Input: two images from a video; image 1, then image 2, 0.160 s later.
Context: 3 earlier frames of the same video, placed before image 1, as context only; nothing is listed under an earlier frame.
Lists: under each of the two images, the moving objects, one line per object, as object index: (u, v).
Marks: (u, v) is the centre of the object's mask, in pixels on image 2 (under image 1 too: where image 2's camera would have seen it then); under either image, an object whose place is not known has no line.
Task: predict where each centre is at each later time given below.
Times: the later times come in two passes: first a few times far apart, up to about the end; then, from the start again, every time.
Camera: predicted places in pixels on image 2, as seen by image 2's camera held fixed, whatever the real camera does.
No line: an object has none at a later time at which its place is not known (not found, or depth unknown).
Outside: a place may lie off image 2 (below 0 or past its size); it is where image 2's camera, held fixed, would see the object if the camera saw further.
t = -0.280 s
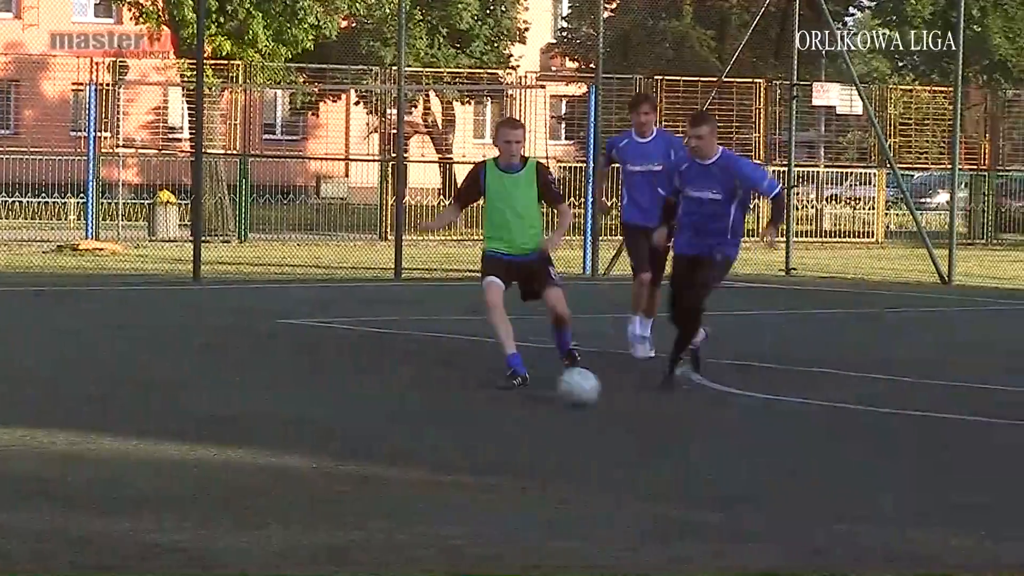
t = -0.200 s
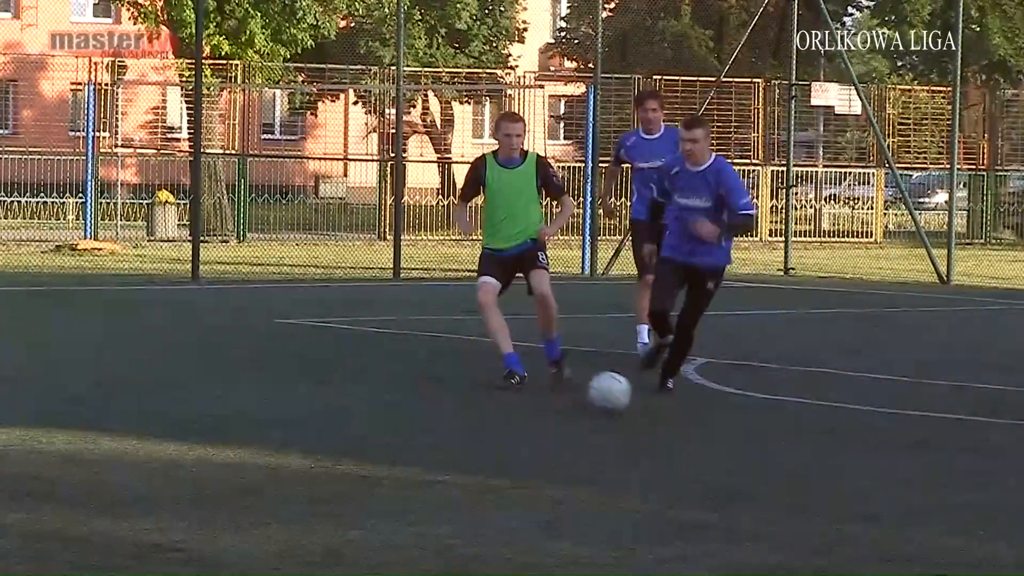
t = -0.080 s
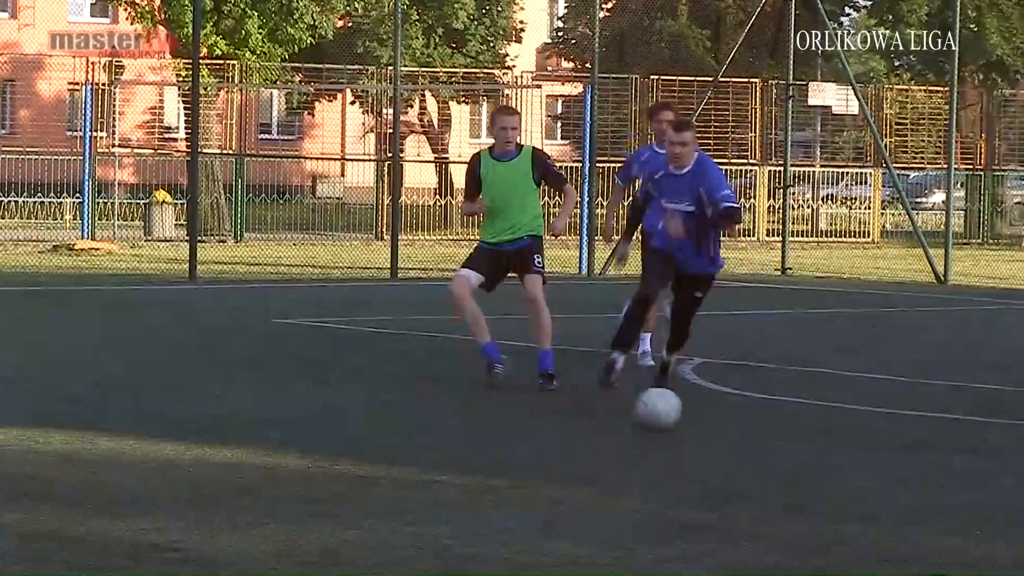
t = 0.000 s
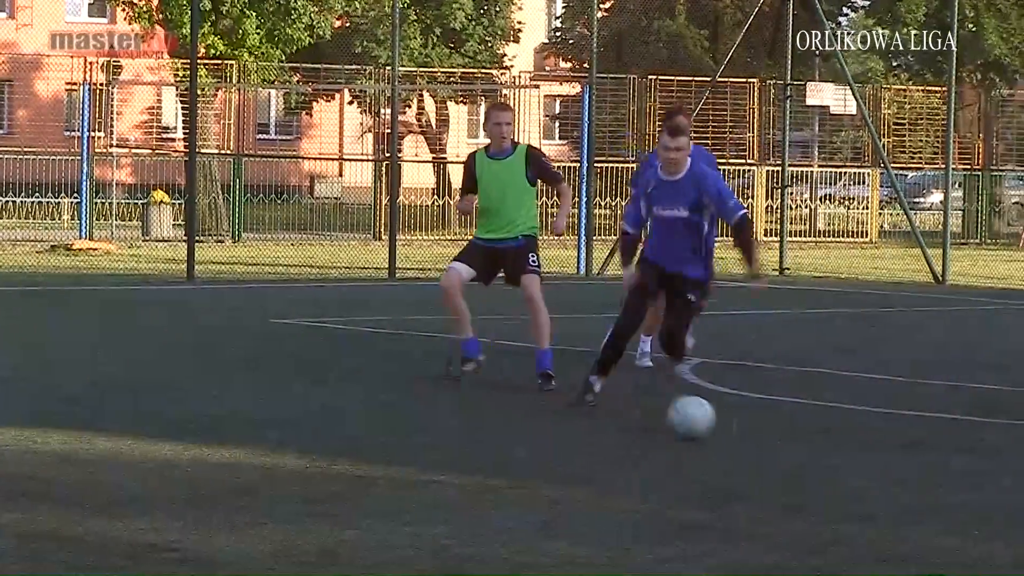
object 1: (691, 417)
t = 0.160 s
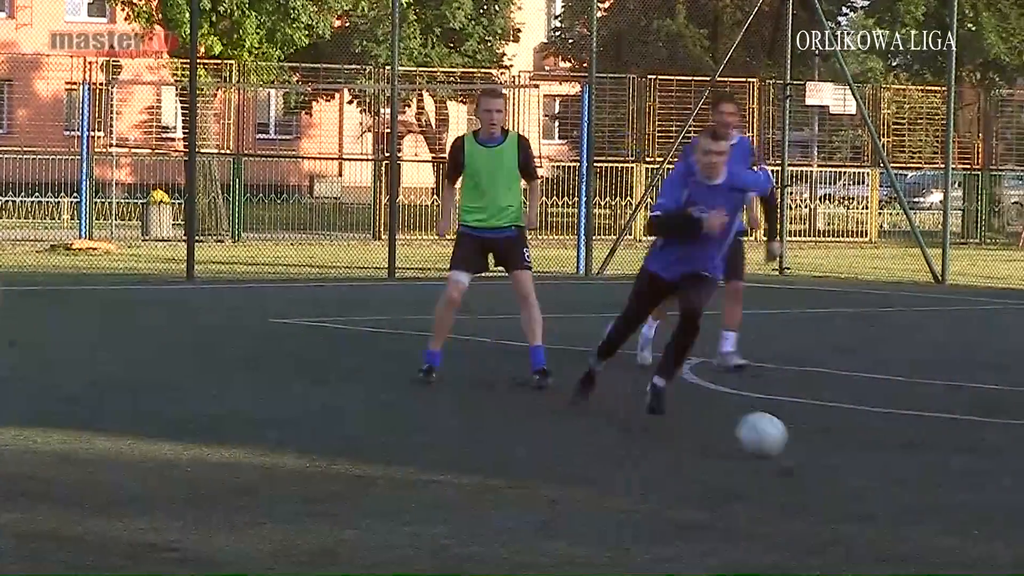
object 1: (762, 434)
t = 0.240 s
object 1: (797, 447)
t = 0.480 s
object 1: (909, 478)
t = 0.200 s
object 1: (779, 445)
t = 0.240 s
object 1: (797, 447)
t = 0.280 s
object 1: (815, 449)
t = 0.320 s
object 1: (832, 455)
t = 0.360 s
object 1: (851, 463)
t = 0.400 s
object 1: (870, 466)
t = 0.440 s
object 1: (889, 470)
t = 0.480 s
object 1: (909, 478)
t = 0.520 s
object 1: (930, 484)
